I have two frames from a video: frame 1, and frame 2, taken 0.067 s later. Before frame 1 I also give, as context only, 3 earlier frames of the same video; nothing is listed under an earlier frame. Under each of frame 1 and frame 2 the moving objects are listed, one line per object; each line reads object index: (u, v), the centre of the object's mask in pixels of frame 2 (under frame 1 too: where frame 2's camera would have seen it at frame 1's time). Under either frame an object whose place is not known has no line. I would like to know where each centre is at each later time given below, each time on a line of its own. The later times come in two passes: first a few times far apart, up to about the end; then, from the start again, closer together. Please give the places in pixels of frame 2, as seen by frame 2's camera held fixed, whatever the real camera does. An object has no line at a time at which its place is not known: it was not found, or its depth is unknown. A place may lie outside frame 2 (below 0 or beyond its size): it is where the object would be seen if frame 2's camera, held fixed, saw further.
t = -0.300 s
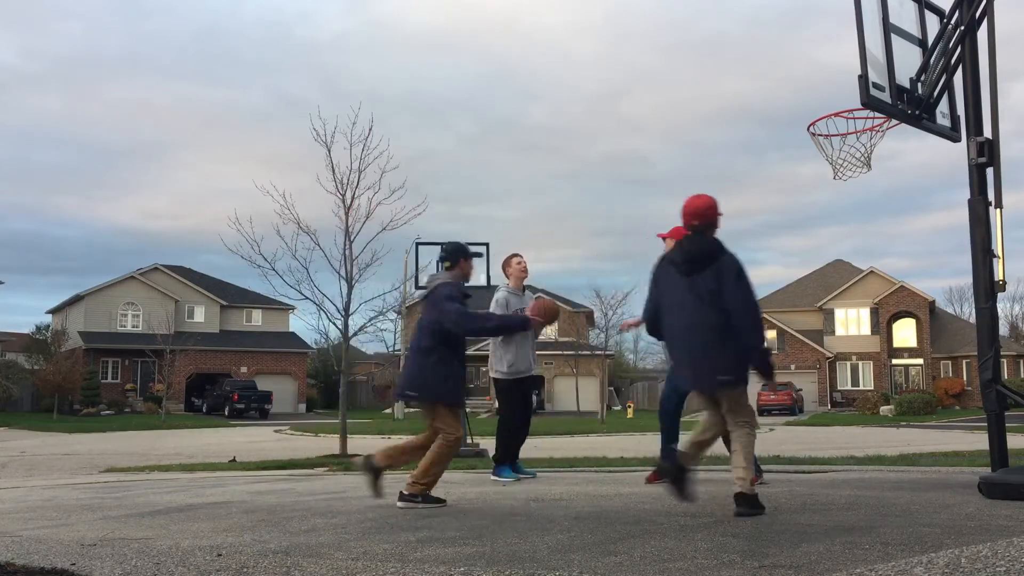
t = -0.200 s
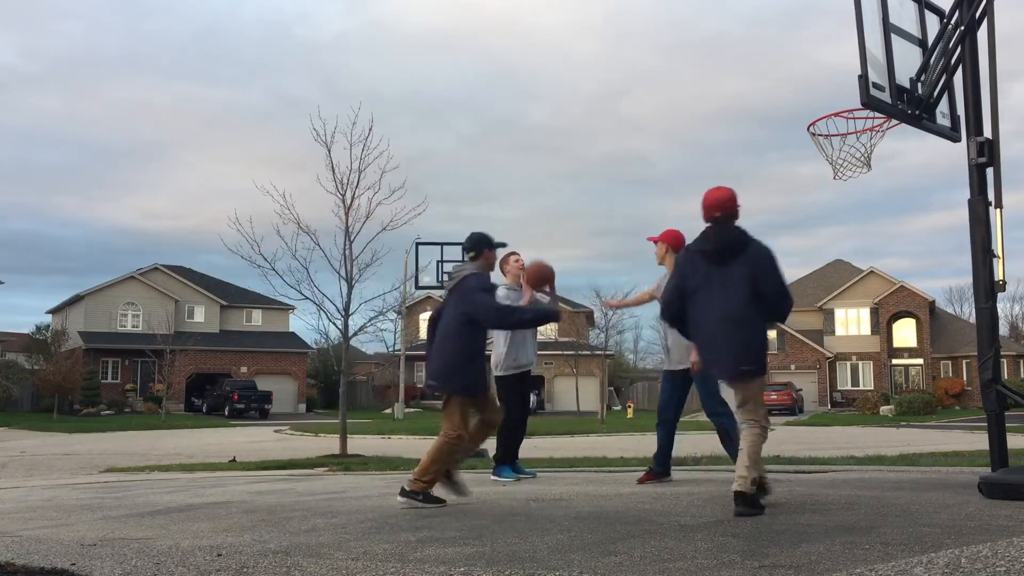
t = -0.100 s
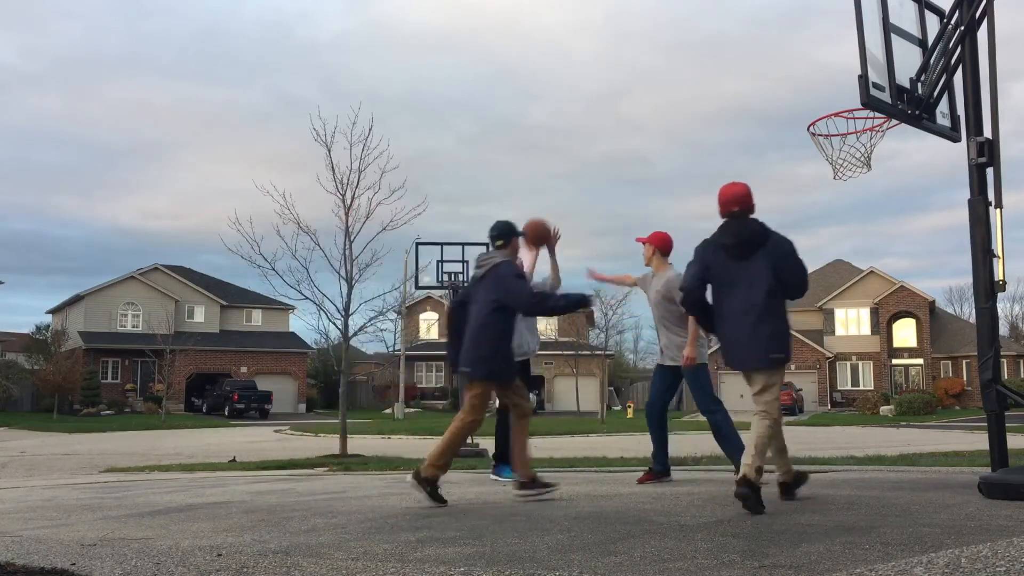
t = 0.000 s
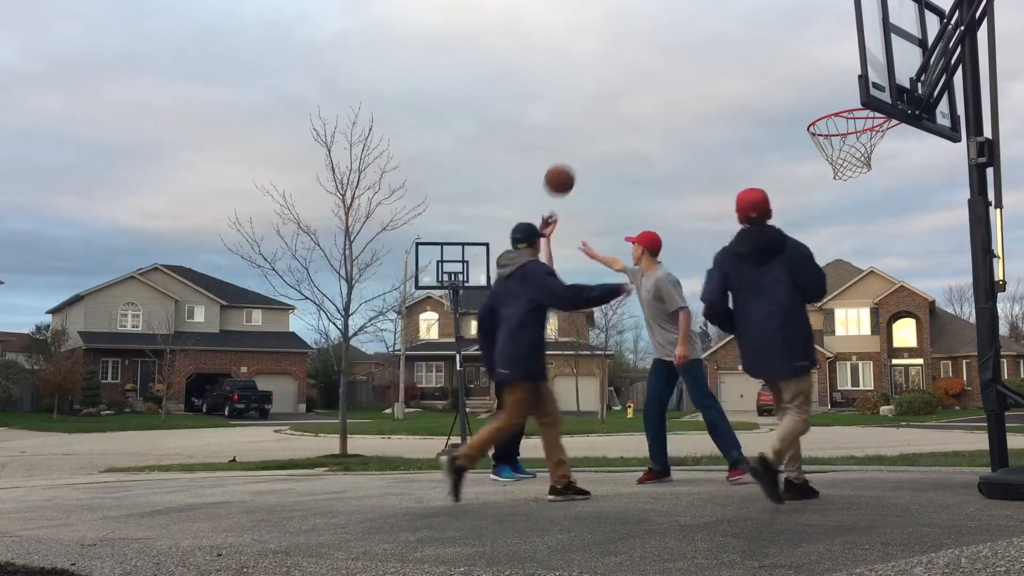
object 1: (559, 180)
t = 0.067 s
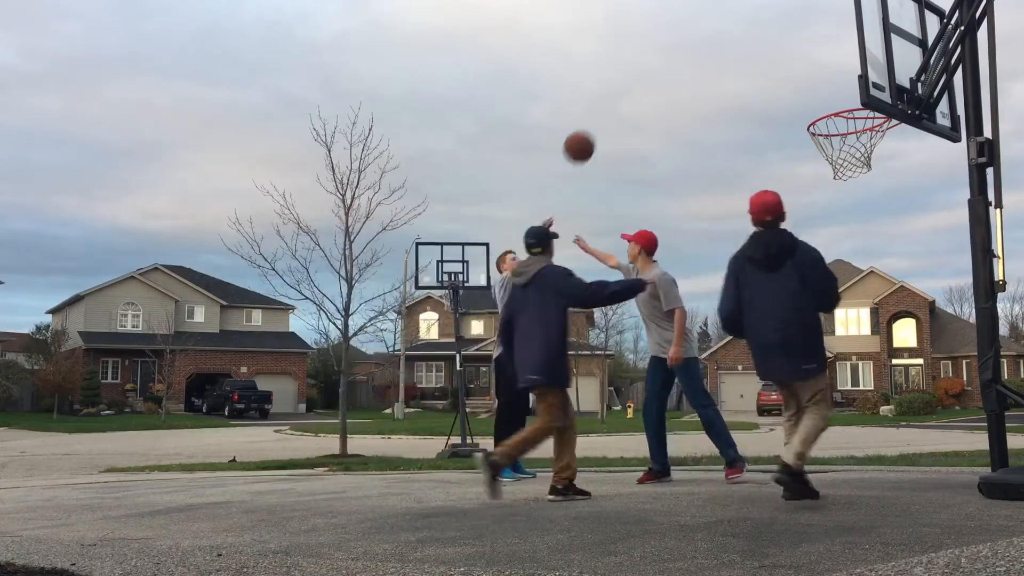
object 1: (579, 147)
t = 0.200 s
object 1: (620, 94)
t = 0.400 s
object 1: (690, 49)
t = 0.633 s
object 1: (783, 63)
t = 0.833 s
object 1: (879, 142)
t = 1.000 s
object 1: (862, 156)
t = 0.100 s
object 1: (589, 132)
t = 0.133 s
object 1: (599, 118)
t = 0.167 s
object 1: (610, 106)
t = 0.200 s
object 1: (620, 94)
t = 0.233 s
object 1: (632, 83)
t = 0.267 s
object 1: (643, 74)
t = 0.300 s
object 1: (654, 66)
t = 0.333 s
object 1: (666, 59)
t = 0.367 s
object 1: (678, 53)
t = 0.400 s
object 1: (690, 49)
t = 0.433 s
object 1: (702, 46)
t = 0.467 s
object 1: (715, 45)
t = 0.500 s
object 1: (728, 45)
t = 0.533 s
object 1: (741, 47)
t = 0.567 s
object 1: (754, 51)
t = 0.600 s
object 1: (768, 56)
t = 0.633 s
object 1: (783, 63)
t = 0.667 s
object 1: (798, 71)
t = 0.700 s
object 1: (813, 82)
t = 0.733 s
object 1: (829, 94)
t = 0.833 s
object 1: (879, 142)
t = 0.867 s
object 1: (884, 144)
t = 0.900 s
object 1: (880, 144)
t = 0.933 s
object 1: (874, 146)
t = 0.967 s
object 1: (868, 150)
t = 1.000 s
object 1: (862, 156)
